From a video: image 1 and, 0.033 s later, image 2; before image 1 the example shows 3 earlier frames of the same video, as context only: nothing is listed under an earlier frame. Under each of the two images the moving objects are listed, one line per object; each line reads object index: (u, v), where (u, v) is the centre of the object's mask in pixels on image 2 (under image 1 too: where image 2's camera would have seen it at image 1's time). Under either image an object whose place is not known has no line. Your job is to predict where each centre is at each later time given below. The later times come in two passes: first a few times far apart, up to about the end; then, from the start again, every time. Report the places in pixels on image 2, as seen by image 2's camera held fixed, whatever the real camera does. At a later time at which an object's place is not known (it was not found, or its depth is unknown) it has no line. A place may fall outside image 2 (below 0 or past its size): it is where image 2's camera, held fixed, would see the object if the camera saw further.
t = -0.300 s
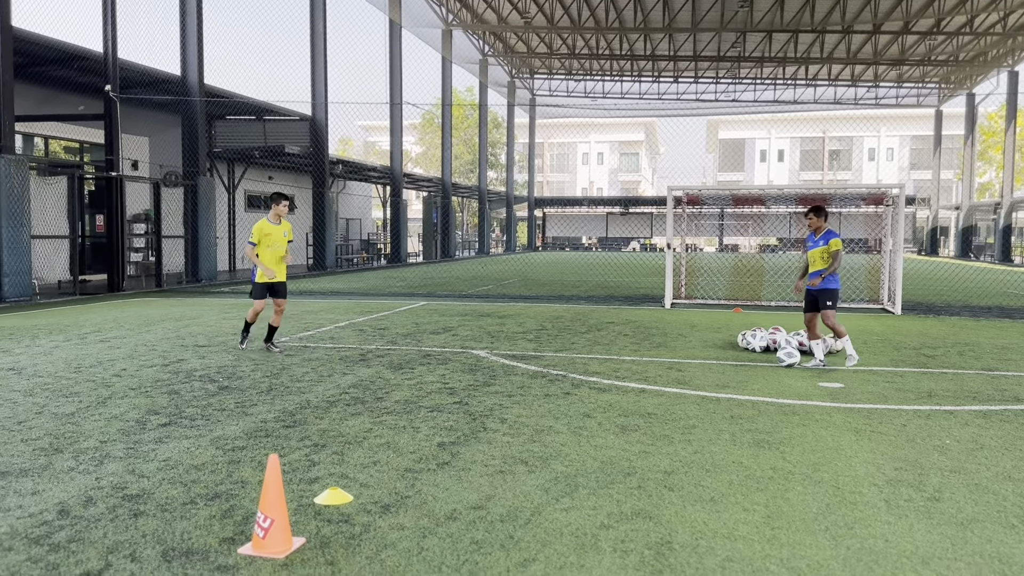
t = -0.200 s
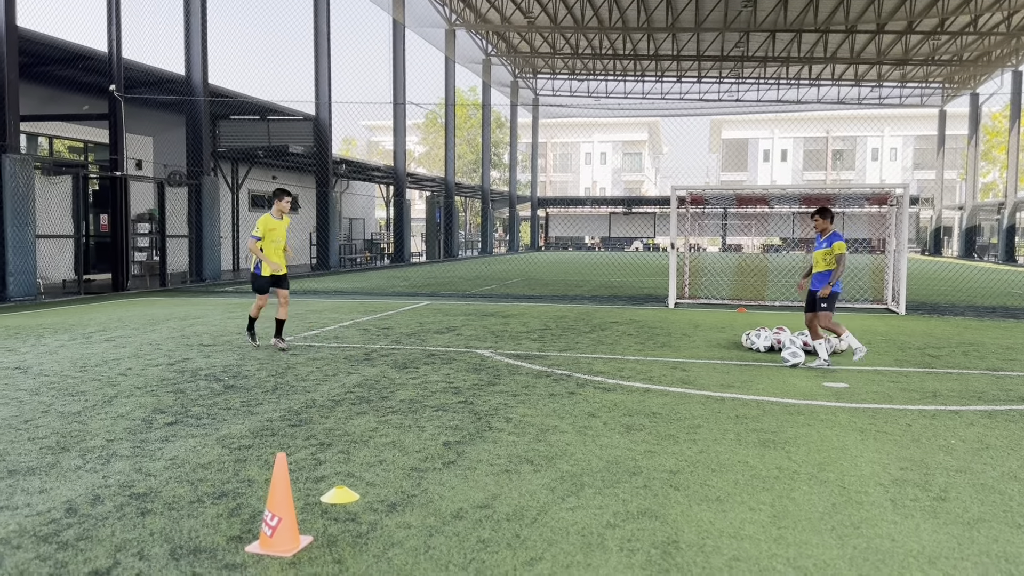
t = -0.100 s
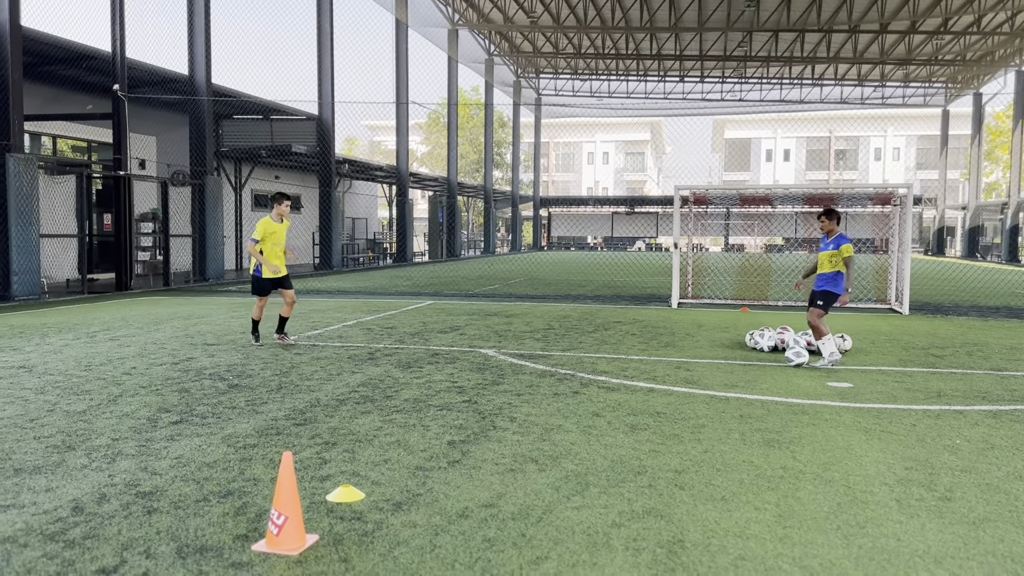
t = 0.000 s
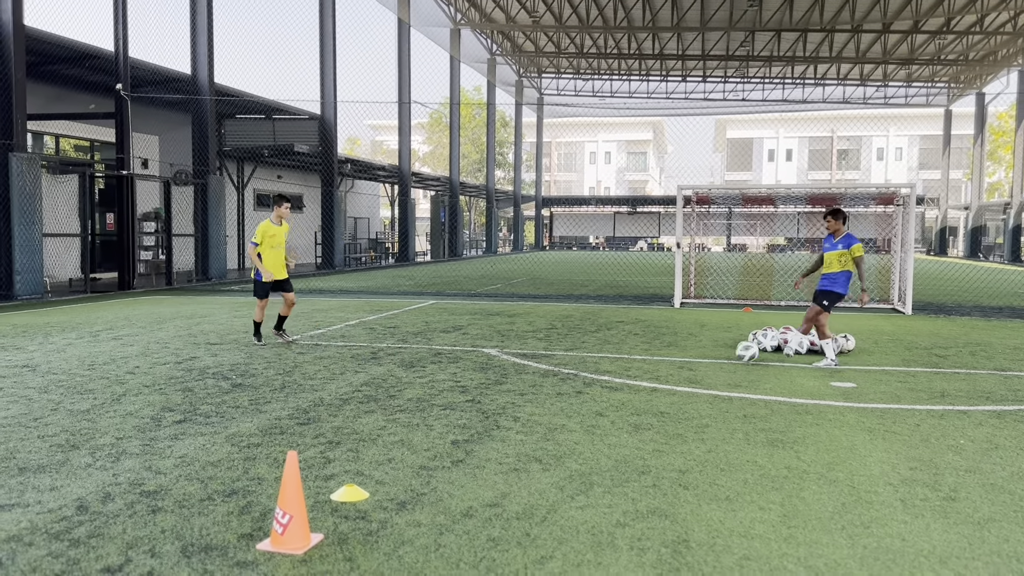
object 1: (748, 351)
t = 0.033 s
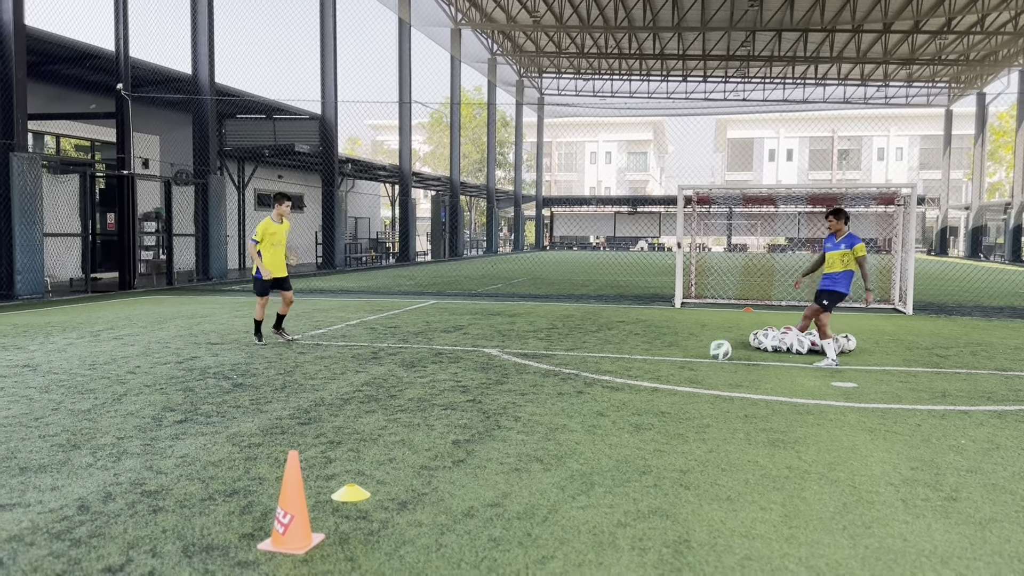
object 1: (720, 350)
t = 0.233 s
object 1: (587, 340)
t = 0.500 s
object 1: (463, 330)
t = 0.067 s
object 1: (695, 348)
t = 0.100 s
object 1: (671, 346)
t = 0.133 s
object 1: (648, 344)
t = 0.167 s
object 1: (627, 342)
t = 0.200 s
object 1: (606, 341)
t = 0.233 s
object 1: (587, 340)
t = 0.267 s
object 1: (568, 338)
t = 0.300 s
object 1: (551, 337)
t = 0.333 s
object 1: (534, 335)
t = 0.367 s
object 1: (519, 334)
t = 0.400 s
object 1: (504, 334)
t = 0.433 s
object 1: (490, 331)
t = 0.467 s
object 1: (477, 330)
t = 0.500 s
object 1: (463, 330)
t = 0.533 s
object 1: (451, 328)
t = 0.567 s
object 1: (439, 326)
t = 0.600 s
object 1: (427, 326)
